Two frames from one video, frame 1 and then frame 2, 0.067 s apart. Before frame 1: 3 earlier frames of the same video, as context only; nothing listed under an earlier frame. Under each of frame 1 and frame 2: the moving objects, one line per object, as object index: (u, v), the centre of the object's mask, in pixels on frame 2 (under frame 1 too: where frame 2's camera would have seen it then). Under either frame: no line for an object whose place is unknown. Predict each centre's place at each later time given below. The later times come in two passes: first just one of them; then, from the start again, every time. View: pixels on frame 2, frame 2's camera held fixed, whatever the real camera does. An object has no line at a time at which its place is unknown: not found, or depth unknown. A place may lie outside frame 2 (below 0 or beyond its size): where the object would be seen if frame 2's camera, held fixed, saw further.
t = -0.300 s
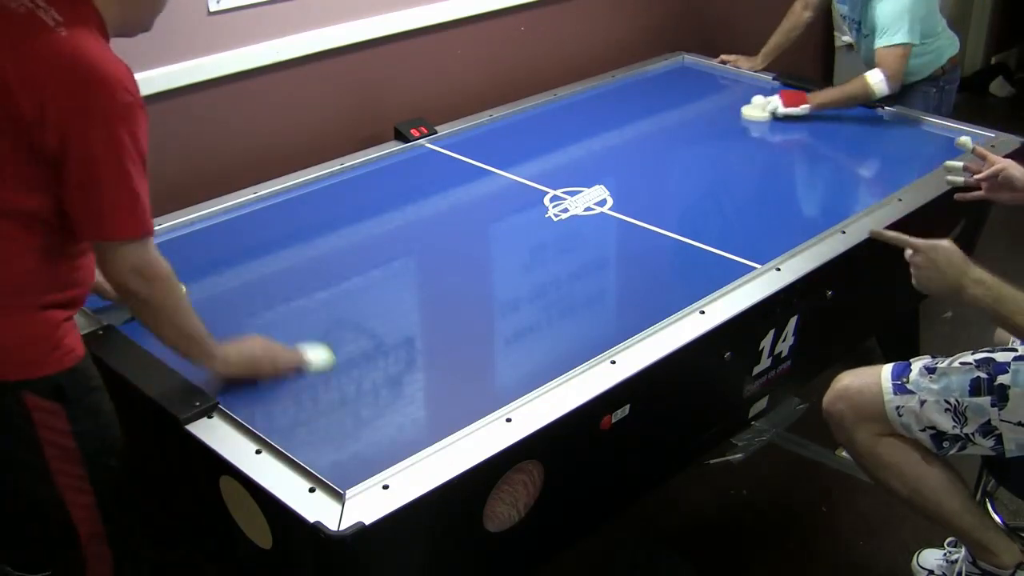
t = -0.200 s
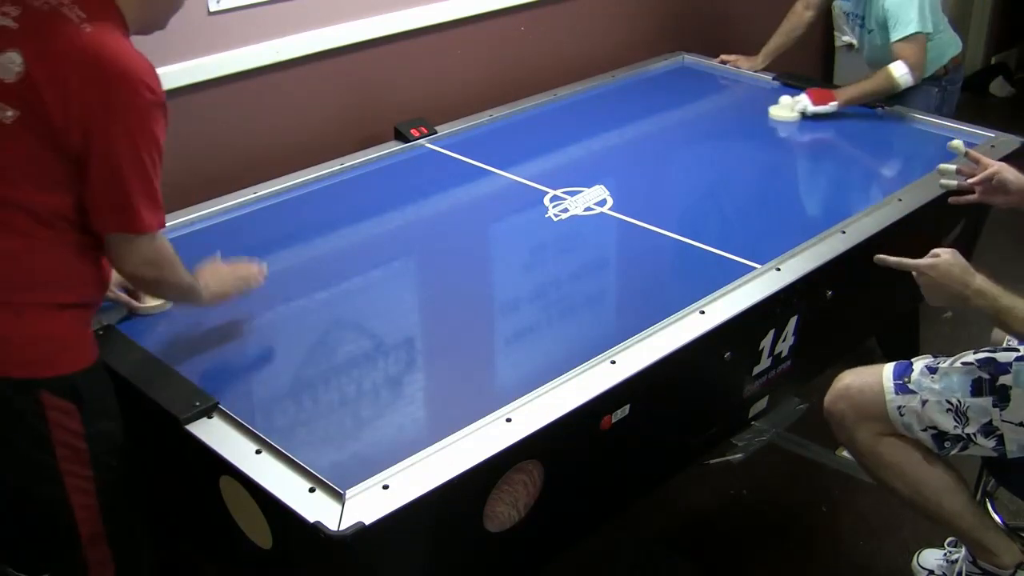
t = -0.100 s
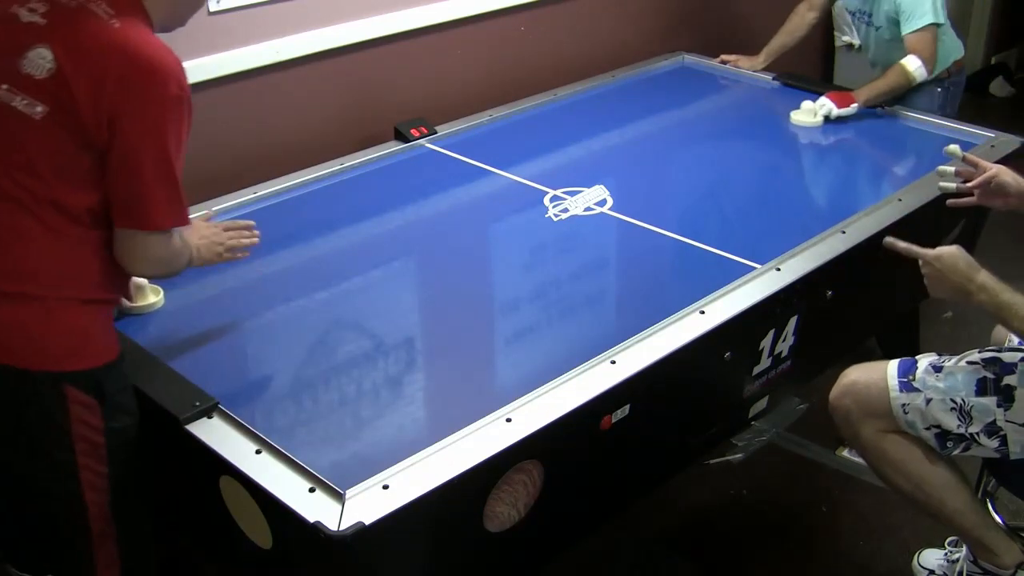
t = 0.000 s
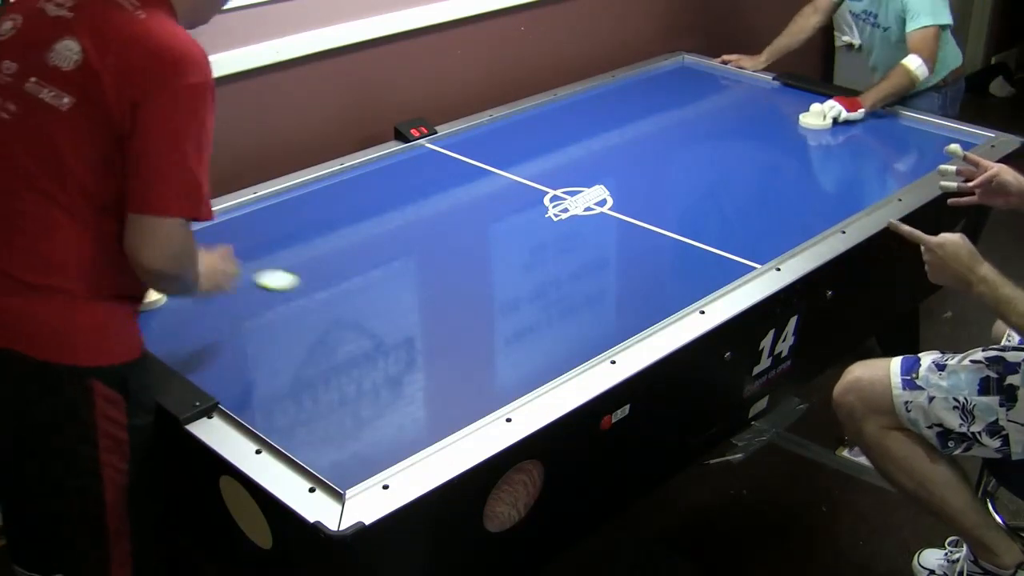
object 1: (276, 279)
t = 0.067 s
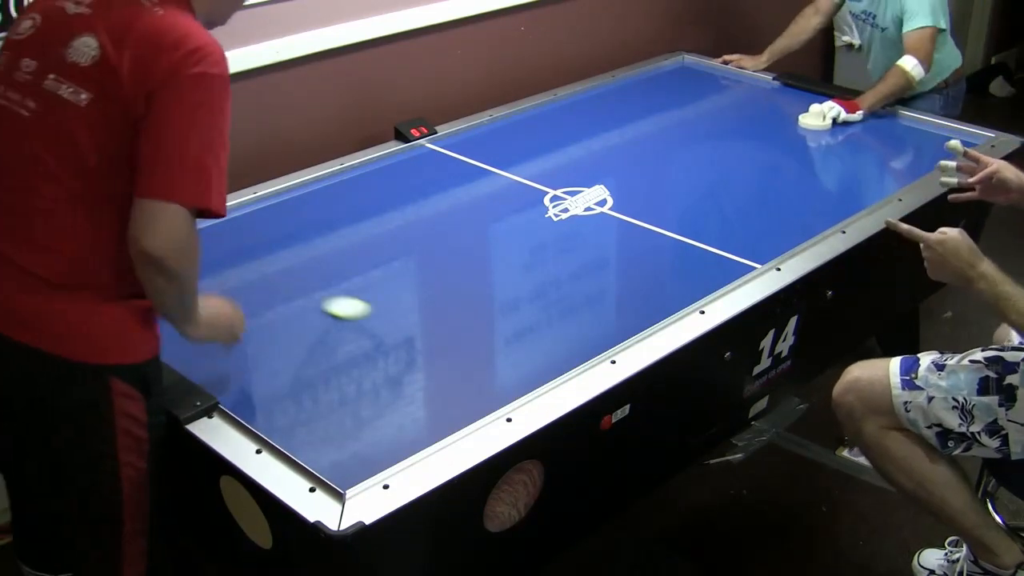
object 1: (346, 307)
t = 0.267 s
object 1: (493, 358)
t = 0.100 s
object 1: (383, 322)
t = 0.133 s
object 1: (423, 337)
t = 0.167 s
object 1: (464, 353)
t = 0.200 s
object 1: (508, 370)
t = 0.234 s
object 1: (522, 373)
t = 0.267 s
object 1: (493, 358)
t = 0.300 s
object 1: (464, 343)
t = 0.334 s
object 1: (437, 328)
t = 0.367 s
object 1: (411, 315)
